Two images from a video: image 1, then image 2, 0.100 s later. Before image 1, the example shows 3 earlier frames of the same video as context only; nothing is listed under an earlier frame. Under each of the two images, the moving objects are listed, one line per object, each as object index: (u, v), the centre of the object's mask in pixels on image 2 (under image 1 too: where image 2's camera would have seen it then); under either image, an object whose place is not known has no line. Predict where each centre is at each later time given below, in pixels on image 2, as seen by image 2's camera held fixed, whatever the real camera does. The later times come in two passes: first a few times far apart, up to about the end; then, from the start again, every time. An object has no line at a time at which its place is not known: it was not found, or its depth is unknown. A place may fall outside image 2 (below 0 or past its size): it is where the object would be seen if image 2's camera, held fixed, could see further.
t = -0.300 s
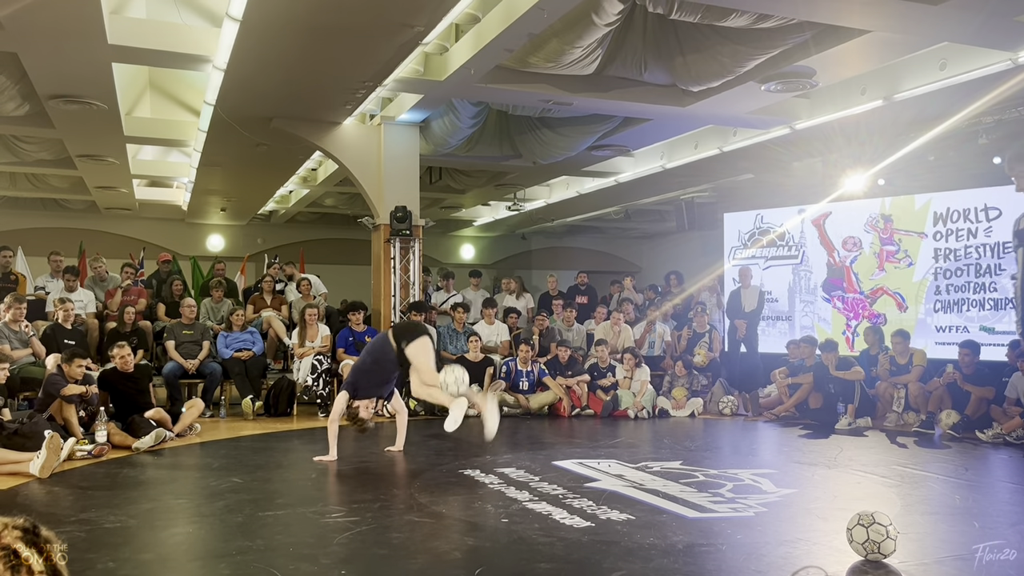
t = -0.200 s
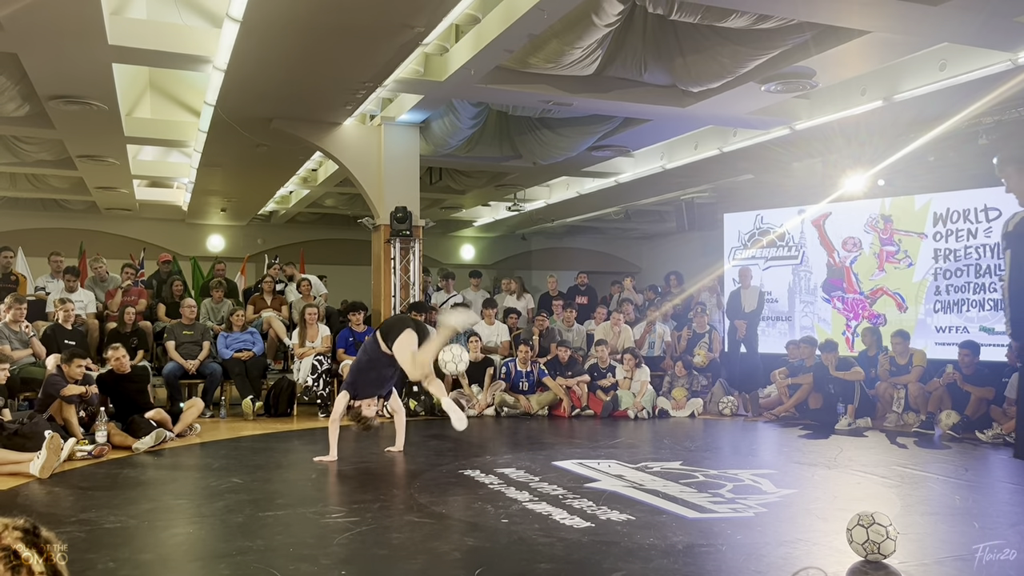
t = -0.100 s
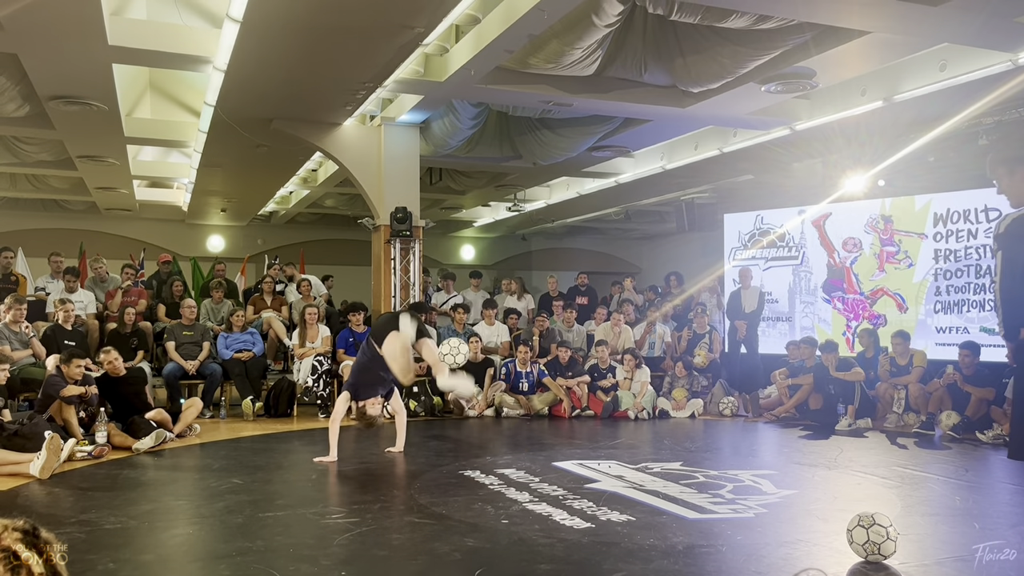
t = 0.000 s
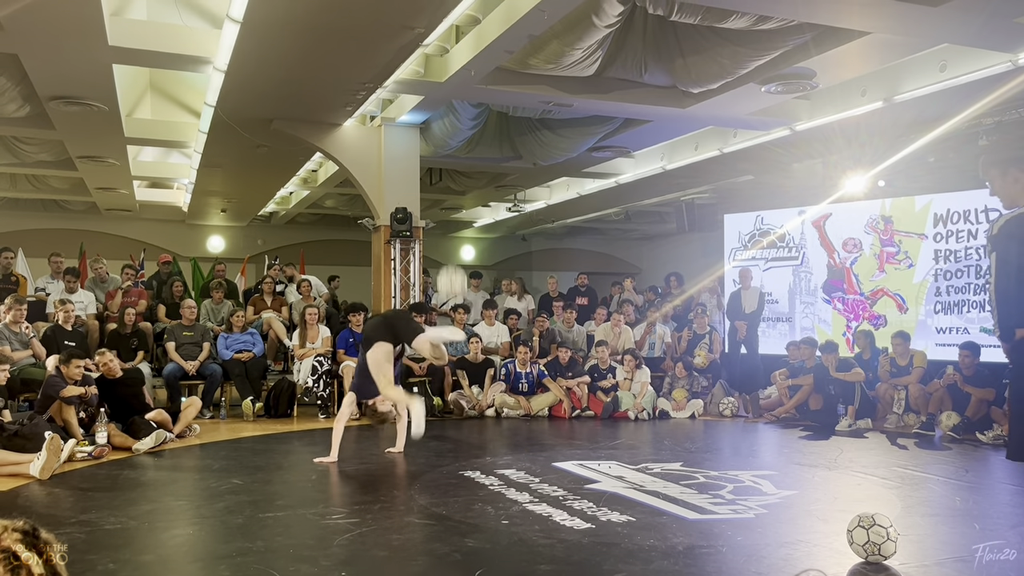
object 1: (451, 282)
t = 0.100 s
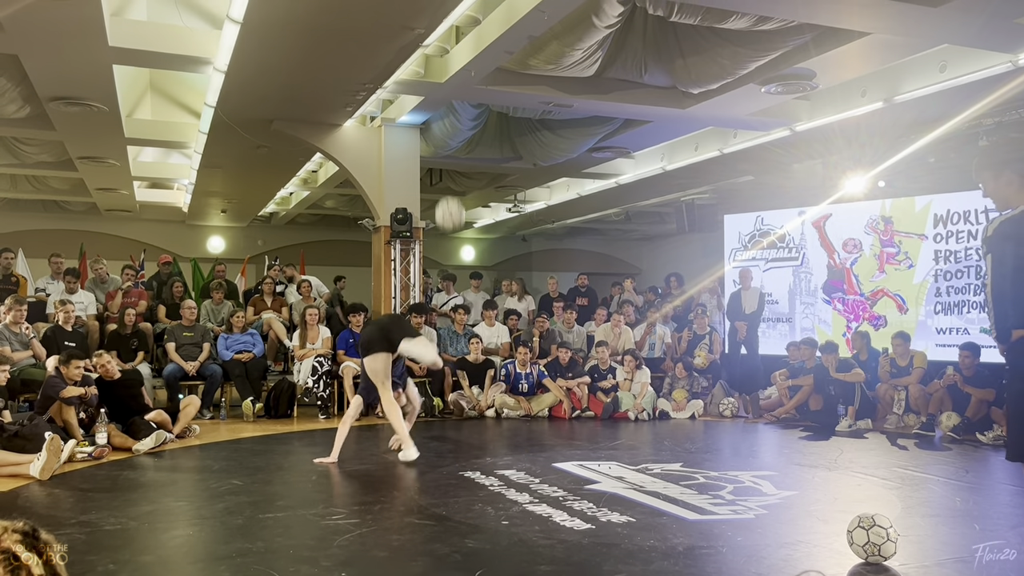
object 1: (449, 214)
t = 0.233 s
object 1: (447, 145)
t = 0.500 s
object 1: (441, 84)
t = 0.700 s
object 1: (437, 97)
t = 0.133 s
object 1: (449, 194)
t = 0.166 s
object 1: (448, 176)
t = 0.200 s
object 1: (447, 160)
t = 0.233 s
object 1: (447, 145)
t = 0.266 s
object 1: (446, 132)
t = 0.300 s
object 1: (445, 119)
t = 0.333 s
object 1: (445, 110)
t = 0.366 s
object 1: (444, 102)
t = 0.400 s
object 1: (443, 95)
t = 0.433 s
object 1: (443, 90)
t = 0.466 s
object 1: (442, 86)
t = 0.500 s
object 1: (441, 84)
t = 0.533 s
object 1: (440, 82)
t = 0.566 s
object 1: (440, 83)
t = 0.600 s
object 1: (439, 85)
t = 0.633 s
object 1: (438, 87)
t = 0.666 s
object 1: (438, 91)
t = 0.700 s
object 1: (437, 97)
